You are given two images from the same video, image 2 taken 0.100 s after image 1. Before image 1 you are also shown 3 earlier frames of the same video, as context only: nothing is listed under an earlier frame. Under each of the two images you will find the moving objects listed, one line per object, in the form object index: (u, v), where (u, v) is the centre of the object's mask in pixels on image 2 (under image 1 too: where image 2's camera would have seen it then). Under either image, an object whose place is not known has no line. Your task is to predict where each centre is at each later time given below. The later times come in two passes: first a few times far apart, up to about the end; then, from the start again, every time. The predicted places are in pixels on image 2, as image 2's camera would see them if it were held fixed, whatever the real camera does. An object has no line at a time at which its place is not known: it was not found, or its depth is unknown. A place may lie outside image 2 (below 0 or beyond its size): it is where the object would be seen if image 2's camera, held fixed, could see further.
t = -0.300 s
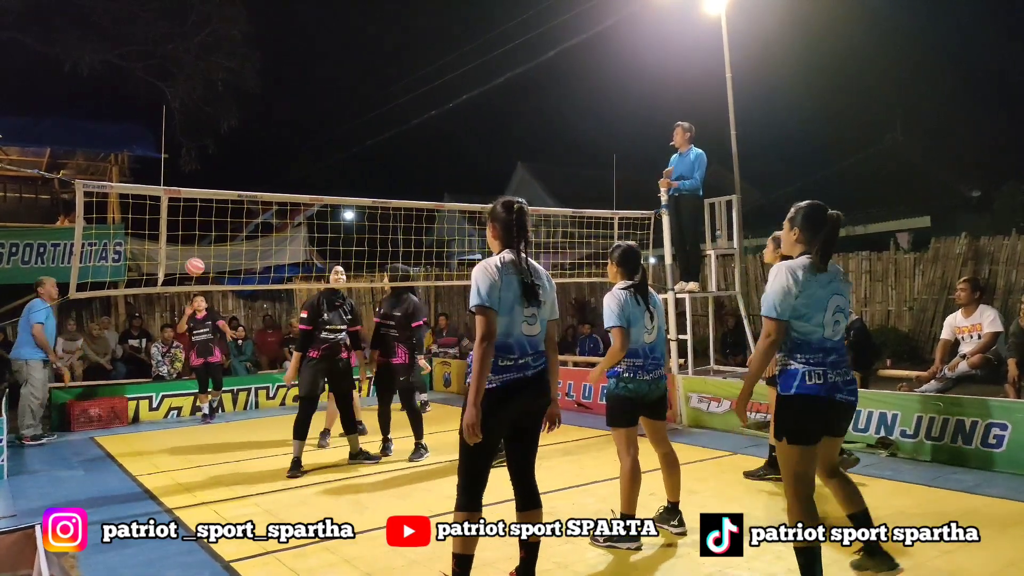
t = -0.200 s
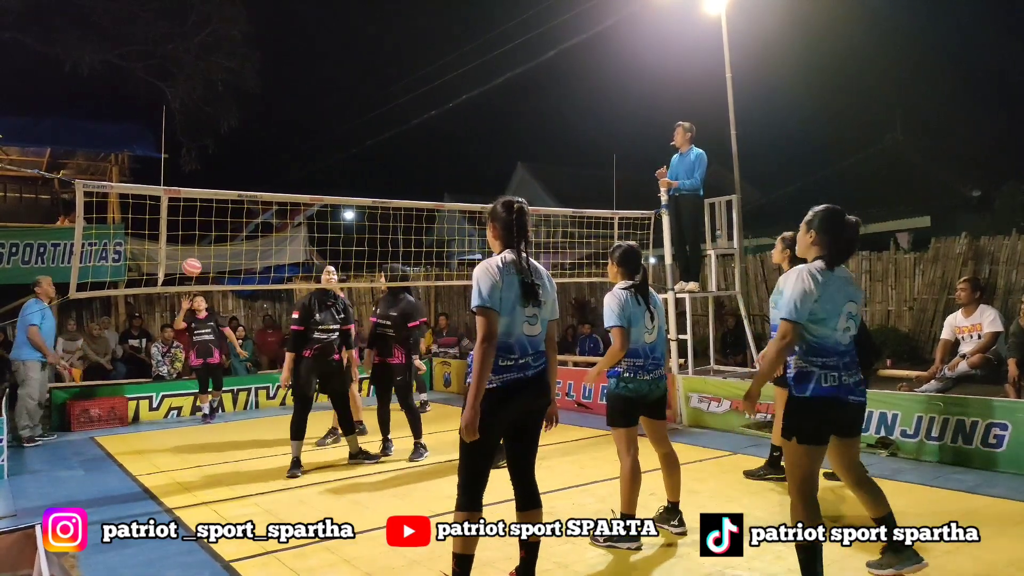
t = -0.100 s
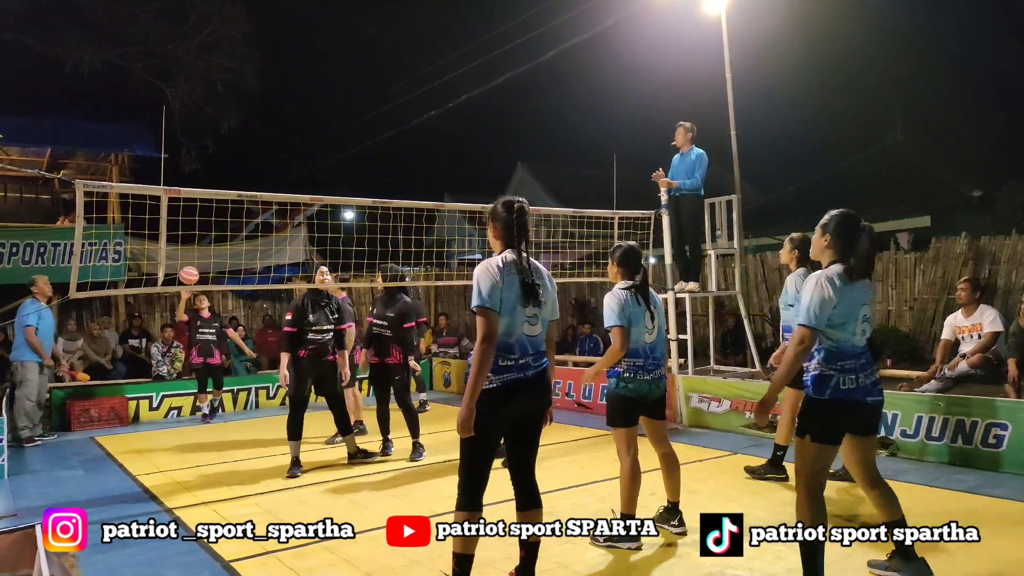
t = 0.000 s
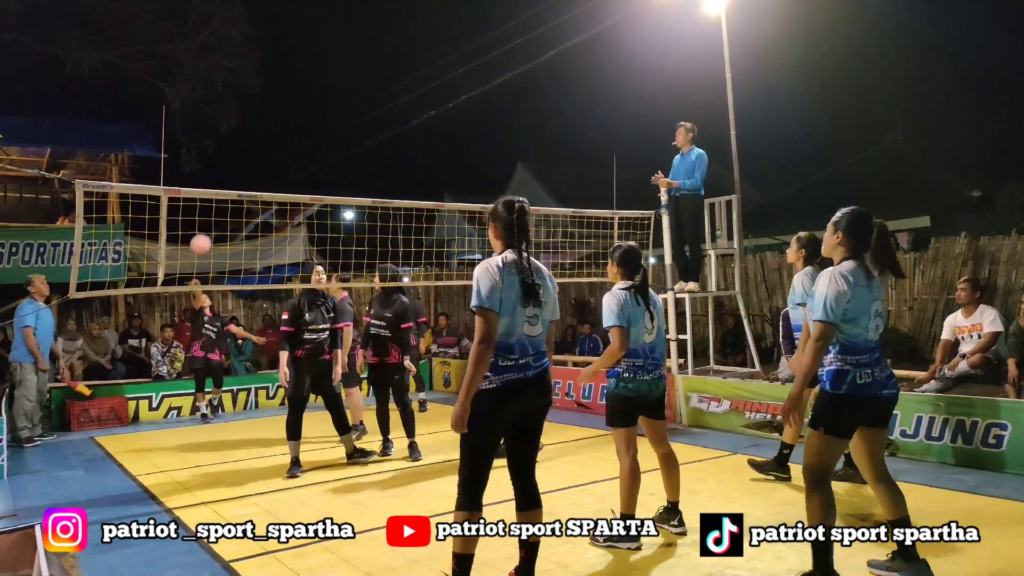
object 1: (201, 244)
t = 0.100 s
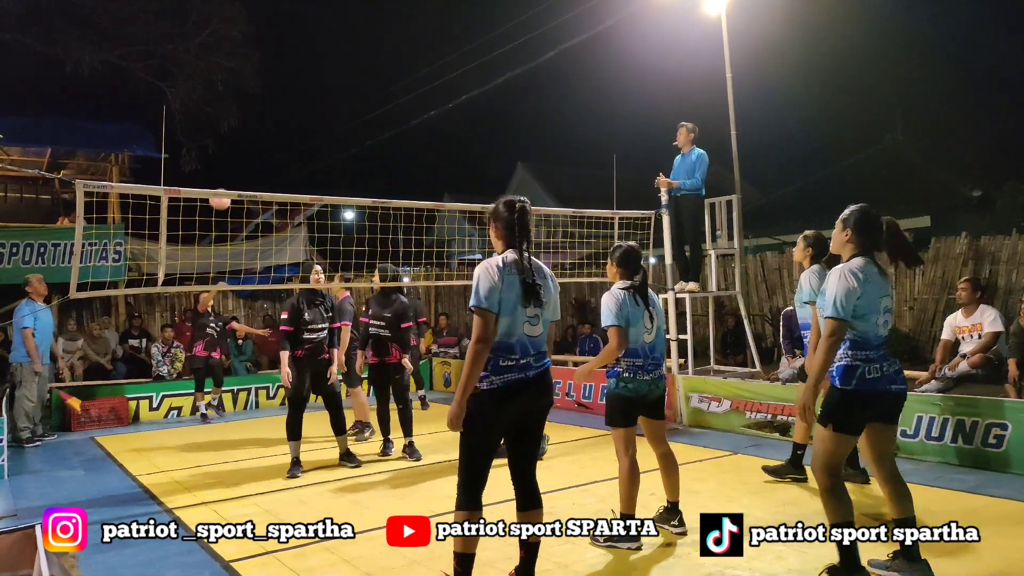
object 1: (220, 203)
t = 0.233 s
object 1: (247, 151)
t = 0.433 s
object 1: (294, 100)
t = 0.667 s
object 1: (361, 91)
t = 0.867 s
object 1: (434, 142)
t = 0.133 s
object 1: (227, 184)
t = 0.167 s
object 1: (233, 173)
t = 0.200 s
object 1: (240, 162)
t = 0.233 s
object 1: (247, 151)
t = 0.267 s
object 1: (254, 140)
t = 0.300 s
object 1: (261, 130)
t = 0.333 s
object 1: (269, 121)
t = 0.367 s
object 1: (277, 113)
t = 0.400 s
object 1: (286, 106)
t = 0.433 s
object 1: (294, 100)
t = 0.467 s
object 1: (303, 95)
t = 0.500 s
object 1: (312, 92)
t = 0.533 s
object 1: (322, 89)
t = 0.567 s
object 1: (331, 88)
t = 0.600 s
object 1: (341, 88)
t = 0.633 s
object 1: (351, 89)
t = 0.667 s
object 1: (361, 91)
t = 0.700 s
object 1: (373, 95)
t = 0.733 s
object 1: (384, 100)
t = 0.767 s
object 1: (396, 107)
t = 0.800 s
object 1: (408, 117)
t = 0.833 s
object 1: (421, 128)
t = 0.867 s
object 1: (434, 142)
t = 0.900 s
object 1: (447, 158)
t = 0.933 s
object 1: (461, 176)
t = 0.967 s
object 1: (472, 193)
